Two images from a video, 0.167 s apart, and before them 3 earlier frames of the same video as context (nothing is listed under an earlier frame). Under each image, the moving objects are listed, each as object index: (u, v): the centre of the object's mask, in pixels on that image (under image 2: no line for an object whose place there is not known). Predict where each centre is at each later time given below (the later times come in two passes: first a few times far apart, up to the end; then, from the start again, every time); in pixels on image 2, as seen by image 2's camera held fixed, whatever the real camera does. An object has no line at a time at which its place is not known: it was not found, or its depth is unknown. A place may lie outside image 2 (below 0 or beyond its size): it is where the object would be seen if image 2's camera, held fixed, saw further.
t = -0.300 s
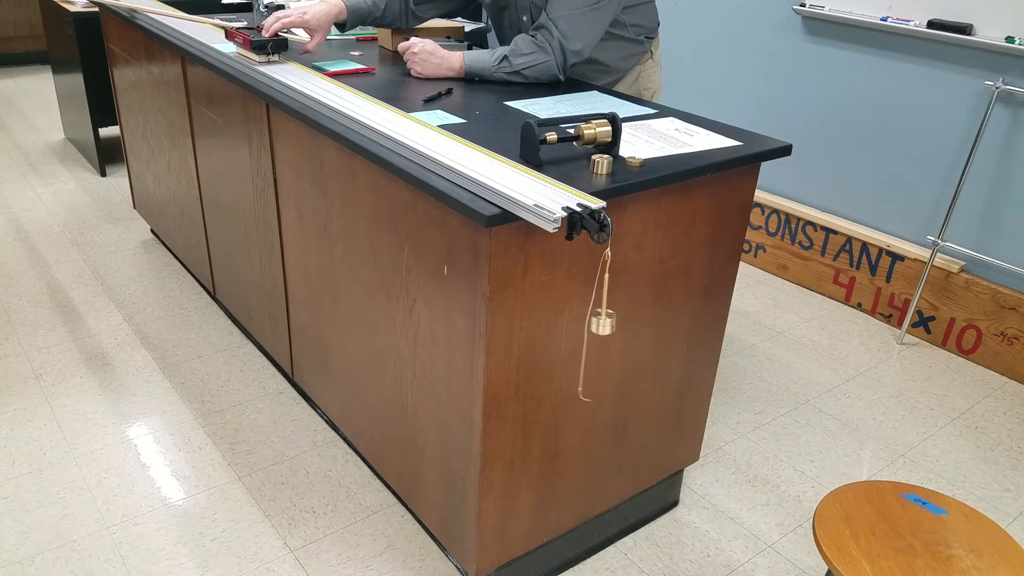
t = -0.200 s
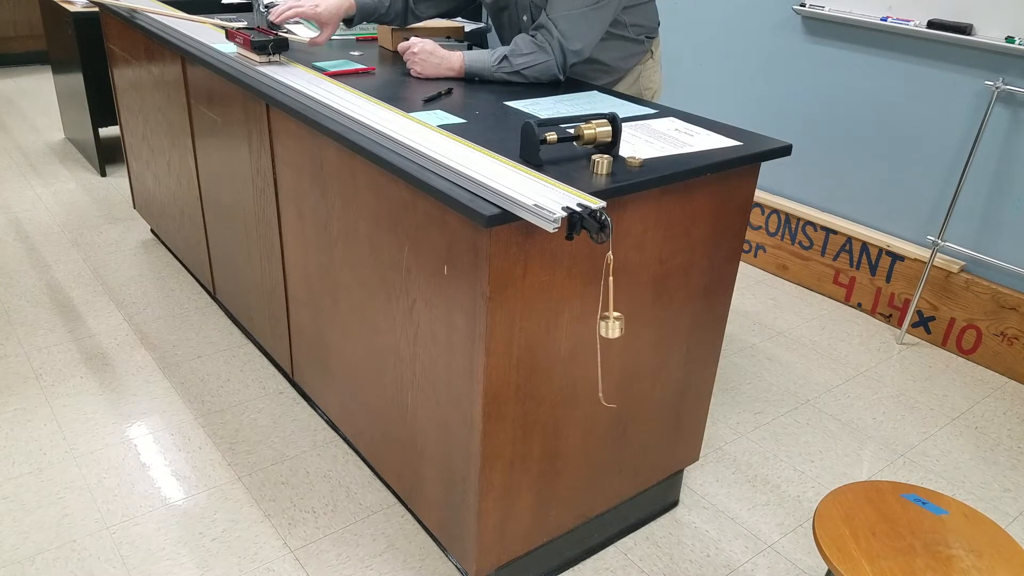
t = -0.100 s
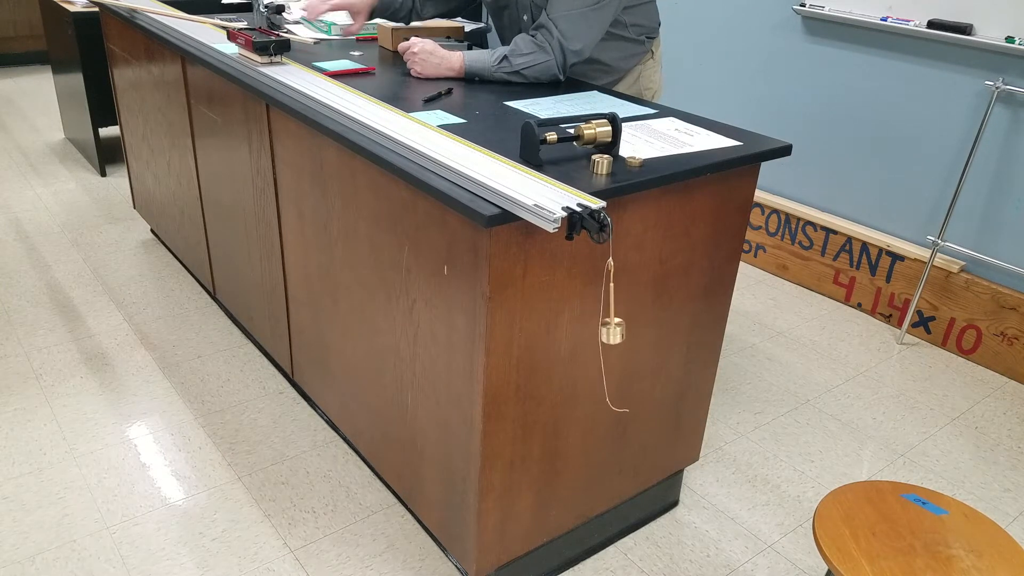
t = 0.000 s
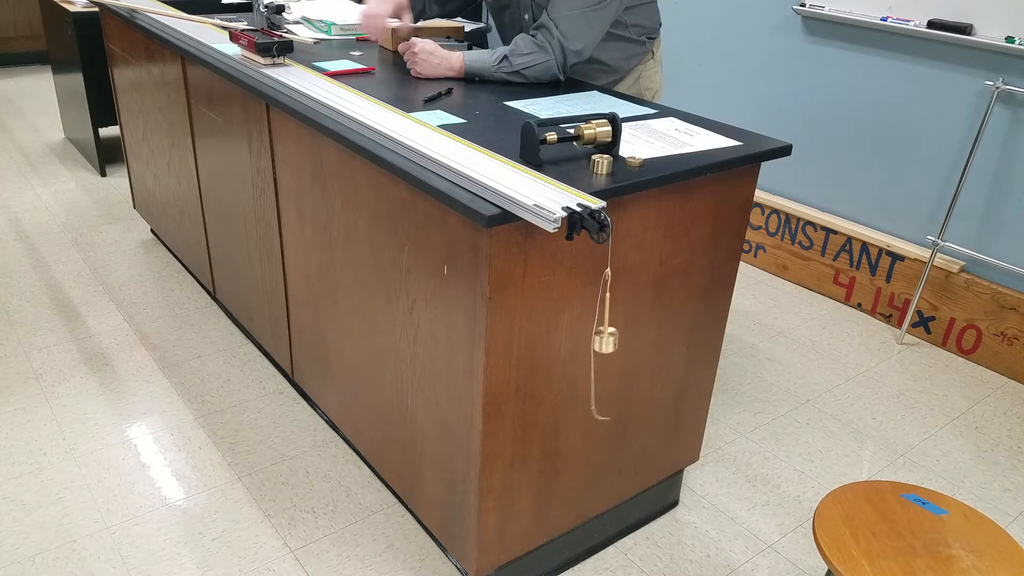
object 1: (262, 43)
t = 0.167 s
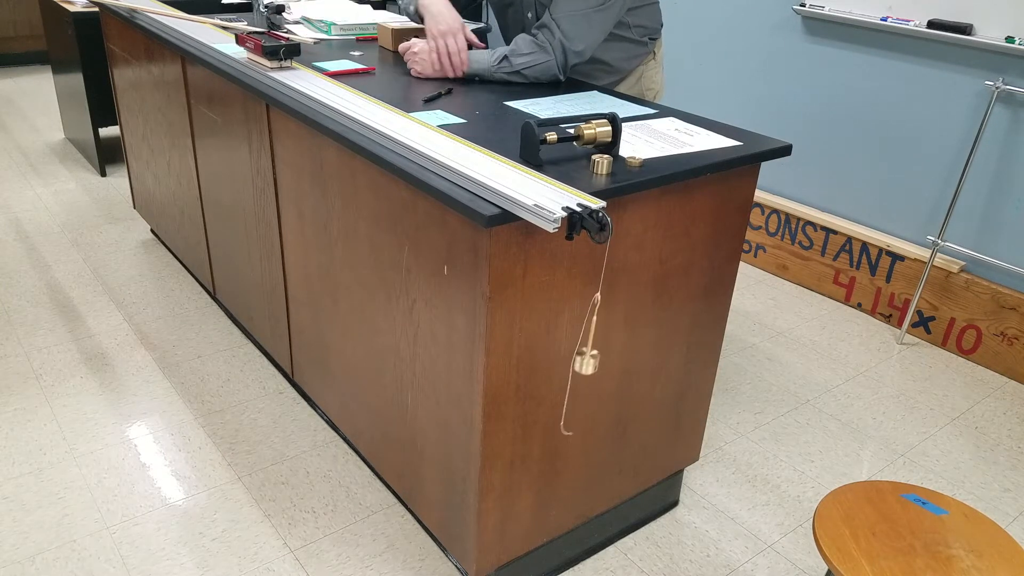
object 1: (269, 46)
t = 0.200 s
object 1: (270, 46)
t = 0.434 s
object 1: (287, 54)
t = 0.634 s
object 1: (307, 63)
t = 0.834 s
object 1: (335, 75)
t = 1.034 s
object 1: (371, 91)
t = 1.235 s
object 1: (419, 114)
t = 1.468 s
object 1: (473, 138)
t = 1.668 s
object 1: (482, 143)
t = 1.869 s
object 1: (482, 143)
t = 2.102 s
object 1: (482, 143)
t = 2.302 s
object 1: (482, 143)
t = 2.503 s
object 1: (482, 143)
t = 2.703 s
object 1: (482, 143)
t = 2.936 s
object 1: (482, 143)
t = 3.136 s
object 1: (482, 143)
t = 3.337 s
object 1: (482, 143)
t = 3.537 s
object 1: (482, 143)
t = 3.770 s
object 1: (482, 143)
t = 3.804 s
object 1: (482, 143)
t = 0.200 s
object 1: (270, 46)
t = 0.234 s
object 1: (272, 47)
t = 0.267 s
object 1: (274, 48)
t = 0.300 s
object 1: (276, 49)
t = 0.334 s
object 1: (279, 50)
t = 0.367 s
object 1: (281, 51)
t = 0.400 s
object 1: (284, 52)
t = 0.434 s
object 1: (287, 54)
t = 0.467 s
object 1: (290, 55)
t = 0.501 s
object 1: (293, 56)
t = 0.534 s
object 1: (296, 58)
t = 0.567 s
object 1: (299, 59)
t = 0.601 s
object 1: (303, 61)
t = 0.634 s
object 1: (307, 63)
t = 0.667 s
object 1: (311, 64)
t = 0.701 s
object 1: (315, 66)
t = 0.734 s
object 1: (320, 68)
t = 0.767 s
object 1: (324, 71)
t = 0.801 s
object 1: (329, 73)
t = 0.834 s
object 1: (335, 75)
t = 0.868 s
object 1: (340, 77)
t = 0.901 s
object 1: (345, 80)
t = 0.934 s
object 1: (352, 83)
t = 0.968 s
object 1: (358, 86)
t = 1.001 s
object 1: (364, 88)
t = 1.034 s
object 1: (371, 91)
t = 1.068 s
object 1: (377, 94)
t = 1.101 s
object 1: (385, 98)
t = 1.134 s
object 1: (393, 102)
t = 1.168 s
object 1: (401, 105)
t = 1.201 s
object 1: (410, 109)
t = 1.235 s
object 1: (419, 114)
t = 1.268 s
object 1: (429, 118)
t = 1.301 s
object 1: (438, 122)
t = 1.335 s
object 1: (447, 126)
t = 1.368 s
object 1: (455, 130)
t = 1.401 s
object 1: (462, 133)
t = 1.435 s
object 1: (468, 136)
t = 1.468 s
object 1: (473, 138)
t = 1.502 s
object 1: (477, 140)
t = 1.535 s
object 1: (480, 142)
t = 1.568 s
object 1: (482, 142)
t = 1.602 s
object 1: (482, 143)
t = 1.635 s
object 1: (482, 143)
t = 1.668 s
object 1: (482, 143)
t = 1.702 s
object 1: (482, 143)
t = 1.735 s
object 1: (482, 143)
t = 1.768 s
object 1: (482, 143)
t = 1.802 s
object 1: (482, 143)
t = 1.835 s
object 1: (482, 143)
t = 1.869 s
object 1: (482, 143)
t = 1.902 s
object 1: (482, 143)
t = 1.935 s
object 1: (482, 143)
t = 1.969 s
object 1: (482, 143)
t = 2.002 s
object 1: (482, 143)
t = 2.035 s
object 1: (482, 143)
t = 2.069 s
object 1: (482, 143)
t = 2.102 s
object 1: (482, 143)
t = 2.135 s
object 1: (482, 143)
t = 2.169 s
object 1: (482, 143)
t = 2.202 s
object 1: (482, 143)
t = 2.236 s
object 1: (482, 143)
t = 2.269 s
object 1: (482, 143)
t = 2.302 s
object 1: (482, 143)
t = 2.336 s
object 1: (482, 143)
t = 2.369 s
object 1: (482, 143)
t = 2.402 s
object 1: (482, 143)
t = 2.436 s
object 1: (482, 143)
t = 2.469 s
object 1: (482, 143)
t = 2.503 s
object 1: (482, 143)
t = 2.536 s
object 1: (482, 143)
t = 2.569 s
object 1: (482, 143)
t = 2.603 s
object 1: (482, 143)
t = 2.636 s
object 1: (482, 143)
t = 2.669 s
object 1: (482, 143)
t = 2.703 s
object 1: (482, 143)
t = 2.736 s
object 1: (482, 143)
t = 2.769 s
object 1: (482, 143)
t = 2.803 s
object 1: (482, 143)
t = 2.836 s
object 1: (482, 143)
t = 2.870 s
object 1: (482, 143)
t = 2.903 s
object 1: (482, 143)
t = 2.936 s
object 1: (482, 143)
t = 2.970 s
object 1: (482, 143)
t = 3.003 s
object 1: (482, 143)
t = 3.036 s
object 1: (482, 143)
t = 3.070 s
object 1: (482, 143)
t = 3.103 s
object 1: (482, 143)
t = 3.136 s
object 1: (482, 143)
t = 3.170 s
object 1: (482, 143)
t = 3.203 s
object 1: (482, 143)
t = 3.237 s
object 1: (482, 143)
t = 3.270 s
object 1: (482, 143)
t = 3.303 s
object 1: (482, 143)
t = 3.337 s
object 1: (482, 143)
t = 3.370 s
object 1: (482, 143)
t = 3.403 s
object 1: (482, 143)
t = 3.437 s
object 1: (482, 143)
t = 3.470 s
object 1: (482, 143)
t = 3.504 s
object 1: (482, 143)
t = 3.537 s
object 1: (482, 143)
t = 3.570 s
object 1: (482, 143)
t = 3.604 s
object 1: (482, 143)
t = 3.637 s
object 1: (482, 143)
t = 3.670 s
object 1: (482, 143)
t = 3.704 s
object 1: (482, 143)
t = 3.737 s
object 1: (482, 143)
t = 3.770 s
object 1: (482, 143)
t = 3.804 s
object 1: (482, 143)
